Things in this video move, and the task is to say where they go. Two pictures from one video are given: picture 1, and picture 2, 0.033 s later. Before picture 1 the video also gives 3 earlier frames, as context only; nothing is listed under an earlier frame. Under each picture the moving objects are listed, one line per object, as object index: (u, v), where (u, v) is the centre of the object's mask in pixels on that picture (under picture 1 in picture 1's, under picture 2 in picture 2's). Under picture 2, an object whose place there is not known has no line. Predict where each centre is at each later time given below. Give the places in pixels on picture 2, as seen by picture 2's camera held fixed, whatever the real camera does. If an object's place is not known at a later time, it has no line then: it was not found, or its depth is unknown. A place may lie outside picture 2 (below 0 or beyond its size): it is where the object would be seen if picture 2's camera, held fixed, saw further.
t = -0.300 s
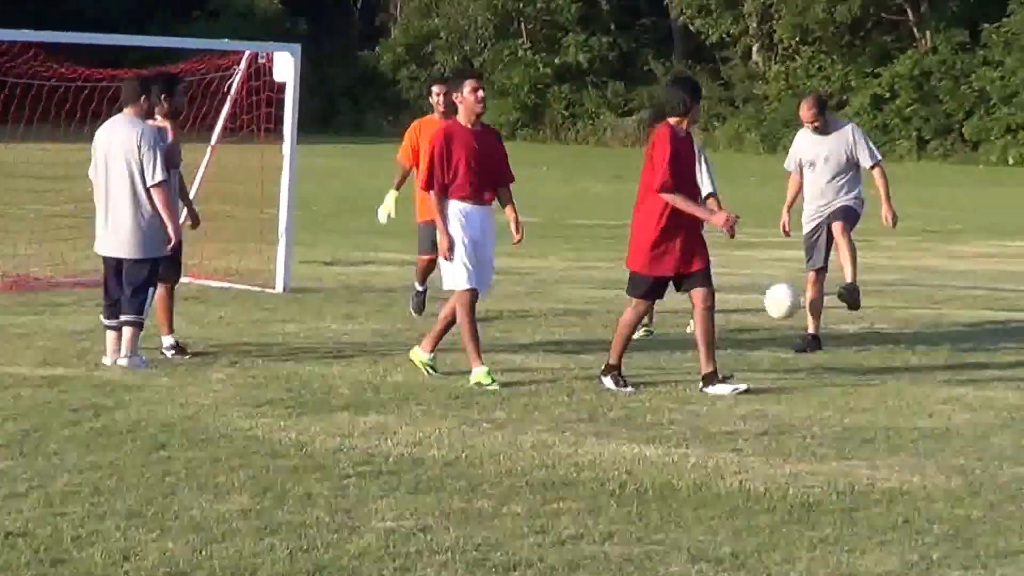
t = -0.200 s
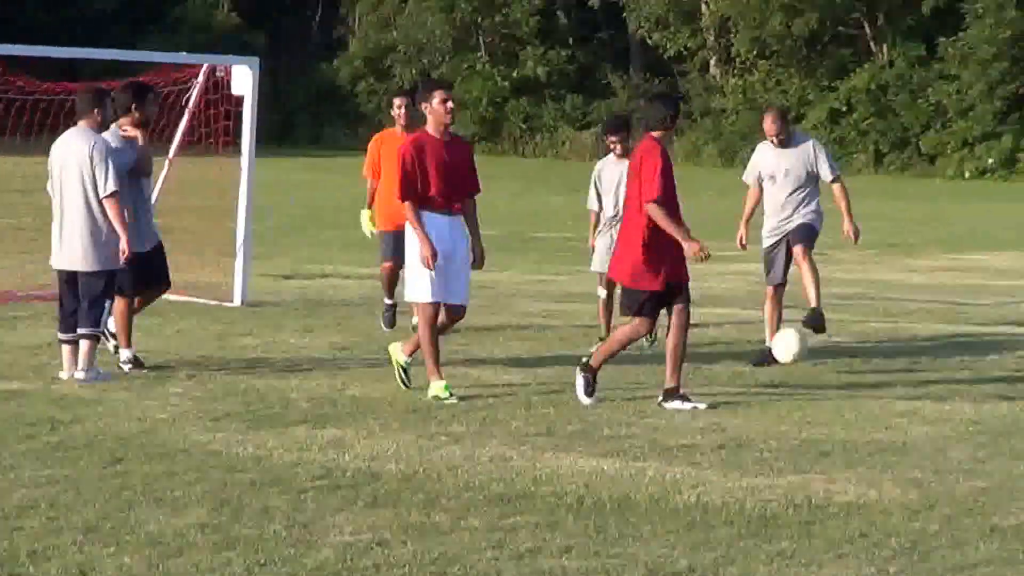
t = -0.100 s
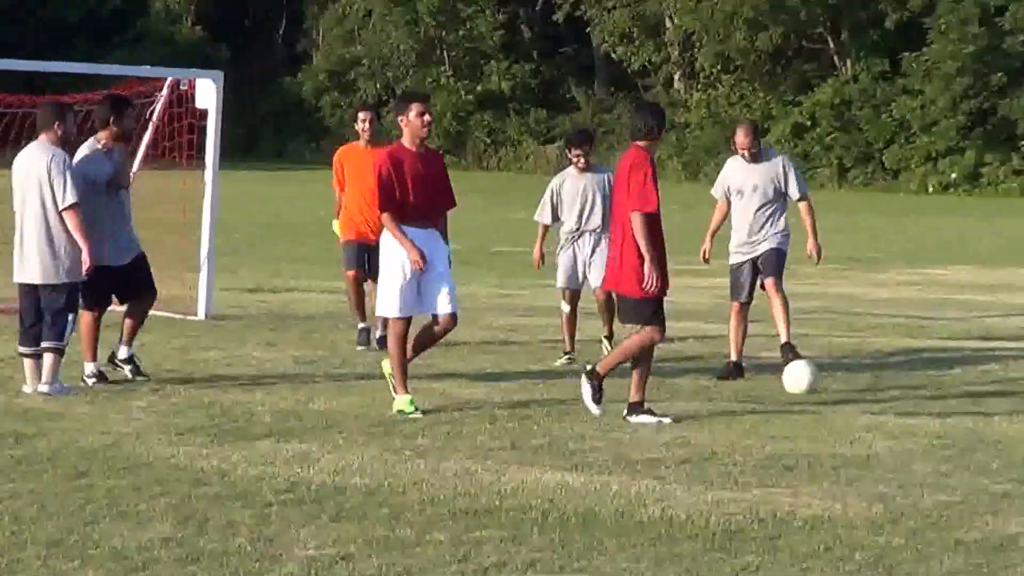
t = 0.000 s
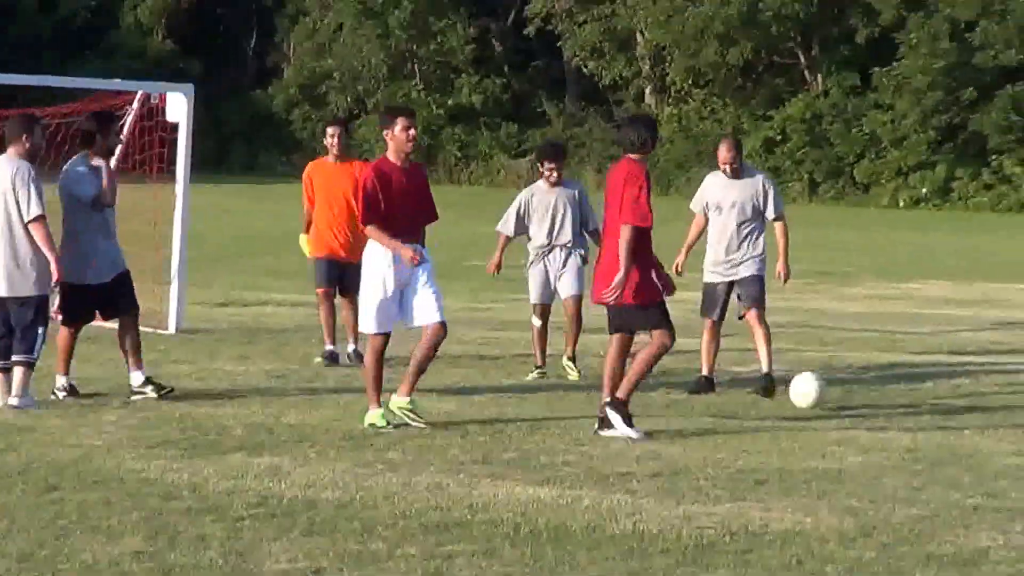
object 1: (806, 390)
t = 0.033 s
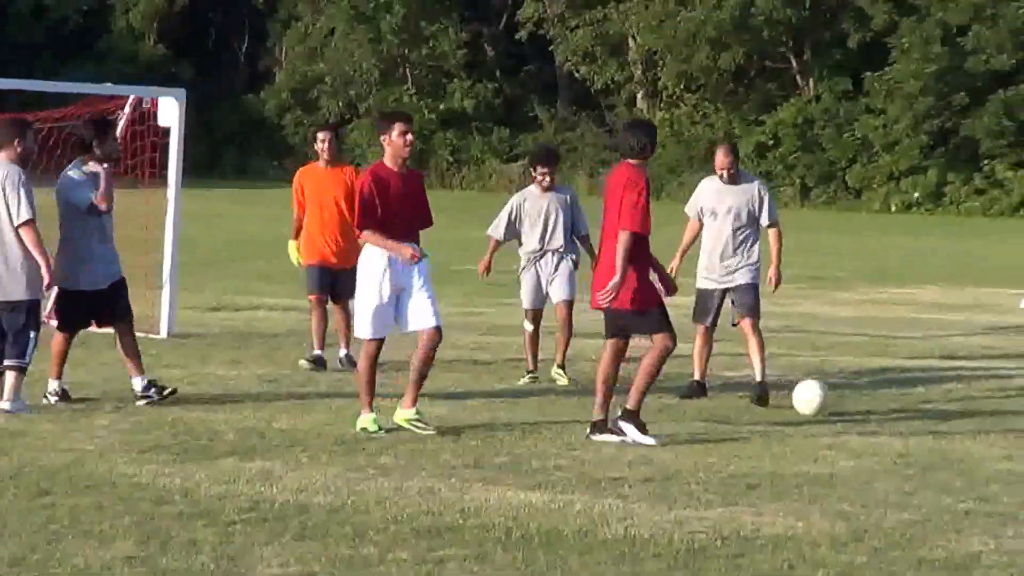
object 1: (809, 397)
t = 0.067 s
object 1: (819, 401)
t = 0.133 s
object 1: (844, 404)
